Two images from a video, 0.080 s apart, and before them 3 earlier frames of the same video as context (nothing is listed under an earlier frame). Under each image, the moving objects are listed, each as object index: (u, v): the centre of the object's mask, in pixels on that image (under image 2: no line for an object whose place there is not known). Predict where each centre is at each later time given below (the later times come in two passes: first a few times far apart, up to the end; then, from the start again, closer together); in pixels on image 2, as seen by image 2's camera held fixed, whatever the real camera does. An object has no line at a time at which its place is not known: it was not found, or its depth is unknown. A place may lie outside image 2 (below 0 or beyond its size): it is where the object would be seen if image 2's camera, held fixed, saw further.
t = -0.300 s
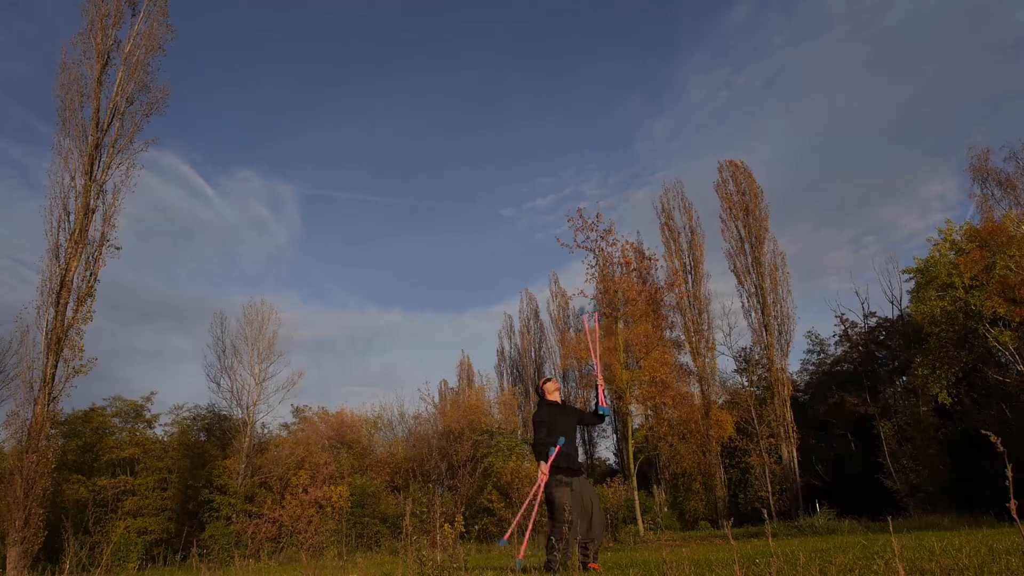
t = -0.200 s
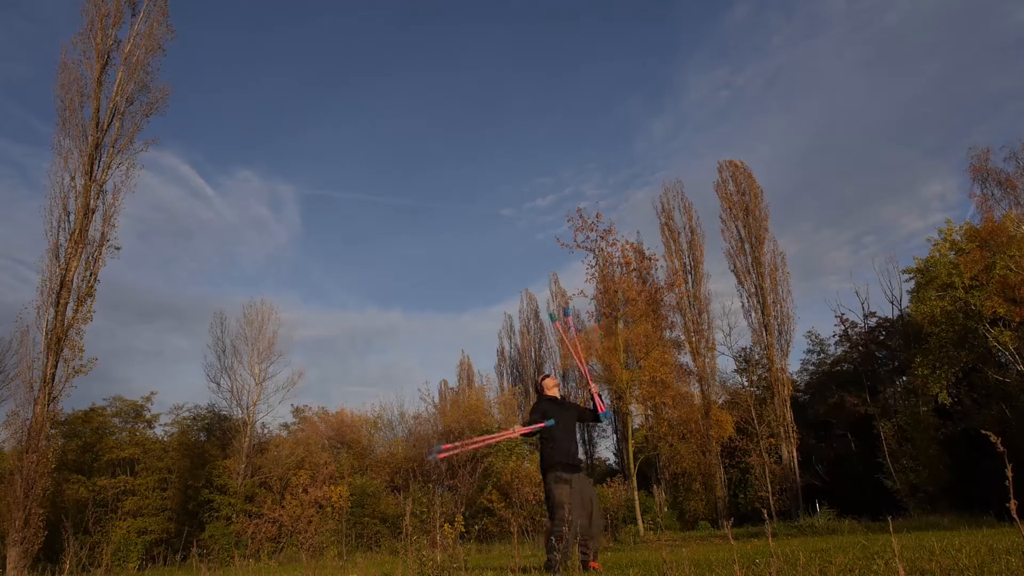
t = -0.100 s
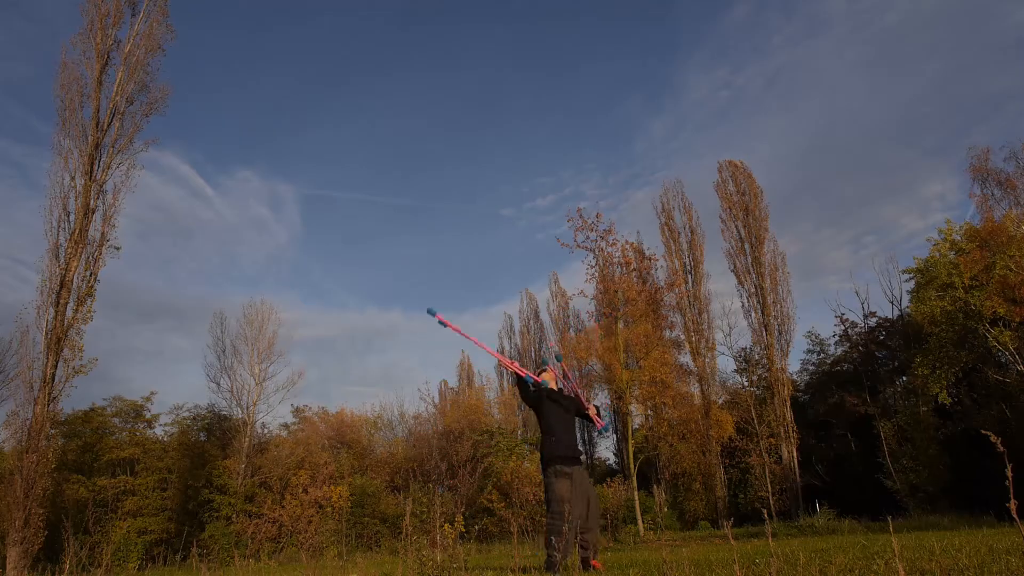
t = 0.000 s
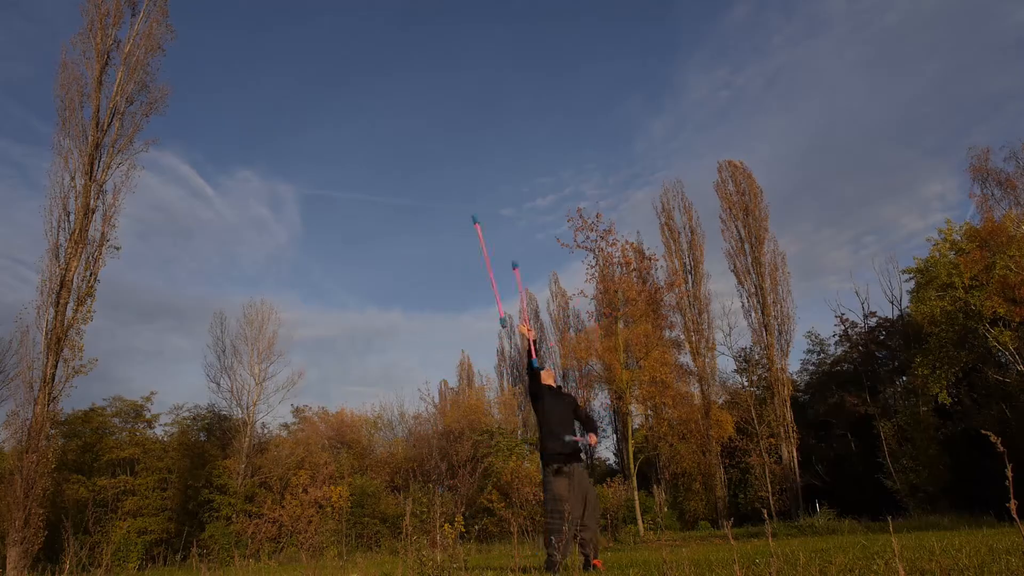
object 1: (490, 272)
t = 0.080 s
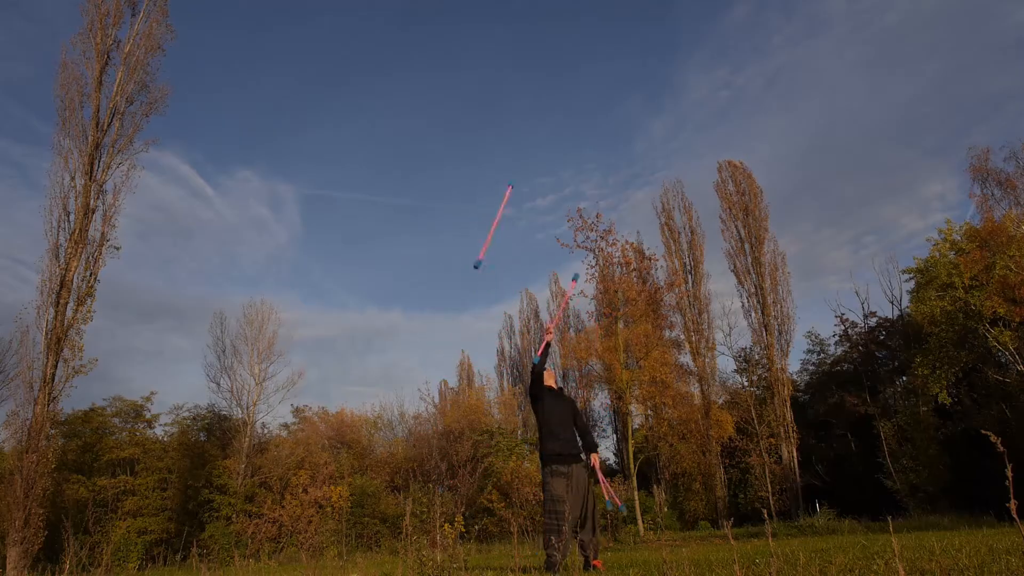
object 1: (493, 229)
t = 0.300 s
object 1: (511, 138)
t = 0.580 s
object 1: (530, 115)
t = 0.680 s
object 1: (540, 120)
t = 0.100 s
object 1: (493, 218)
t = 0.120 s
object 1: (494, 206)
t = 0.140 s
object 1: (495, 196)
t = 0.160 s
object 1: (496, 187)
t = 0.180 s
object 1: (499, 178)
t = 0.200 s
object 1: (500, 169)
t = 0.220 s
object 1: (503, 162)
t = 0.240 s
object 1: (505, 155)
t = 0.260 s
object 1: (509, 150)
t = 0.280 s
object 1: (508, 143)
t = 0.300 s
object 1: (511, 138)
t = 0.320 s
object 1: (513, 135)
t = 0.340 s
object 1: (515, 131)
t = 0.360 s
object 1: (518, 129)
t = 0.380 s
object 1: (519, 126)
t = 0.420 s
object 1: (523, 123)
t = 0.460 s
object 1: (525, 119)
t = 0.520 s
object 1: (525, 119)
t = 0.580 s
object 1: (530, 115)
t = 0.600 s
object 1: (532, 115)
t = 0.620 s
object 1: (534, 116)
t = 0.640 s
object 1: (536, 117)
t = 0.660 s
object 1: (538, 118)
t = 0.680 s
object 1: (540, 120)
